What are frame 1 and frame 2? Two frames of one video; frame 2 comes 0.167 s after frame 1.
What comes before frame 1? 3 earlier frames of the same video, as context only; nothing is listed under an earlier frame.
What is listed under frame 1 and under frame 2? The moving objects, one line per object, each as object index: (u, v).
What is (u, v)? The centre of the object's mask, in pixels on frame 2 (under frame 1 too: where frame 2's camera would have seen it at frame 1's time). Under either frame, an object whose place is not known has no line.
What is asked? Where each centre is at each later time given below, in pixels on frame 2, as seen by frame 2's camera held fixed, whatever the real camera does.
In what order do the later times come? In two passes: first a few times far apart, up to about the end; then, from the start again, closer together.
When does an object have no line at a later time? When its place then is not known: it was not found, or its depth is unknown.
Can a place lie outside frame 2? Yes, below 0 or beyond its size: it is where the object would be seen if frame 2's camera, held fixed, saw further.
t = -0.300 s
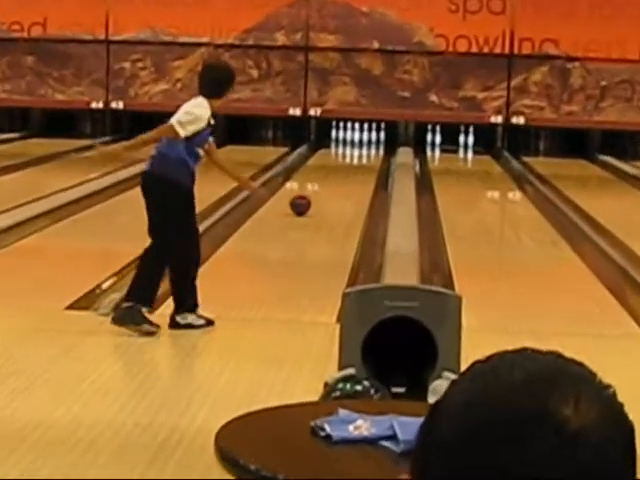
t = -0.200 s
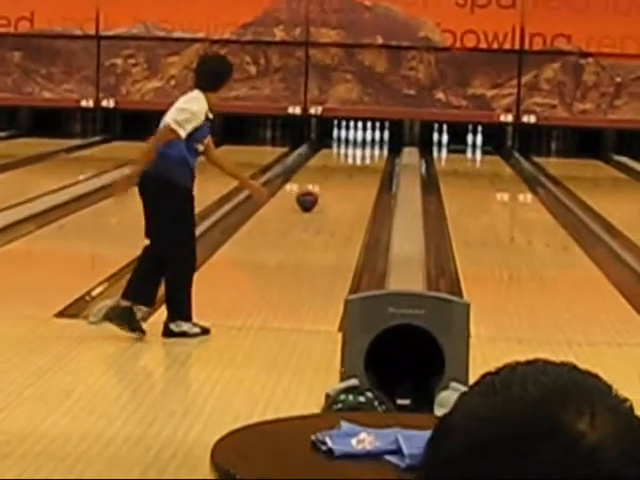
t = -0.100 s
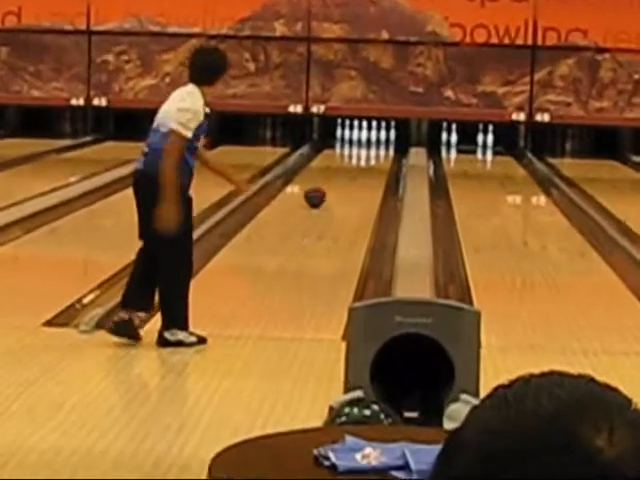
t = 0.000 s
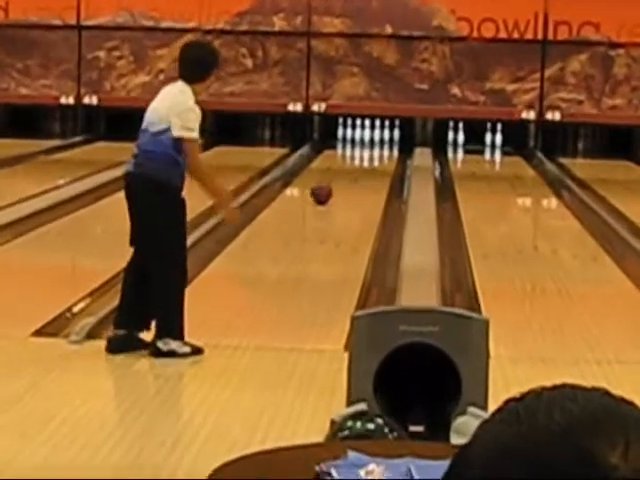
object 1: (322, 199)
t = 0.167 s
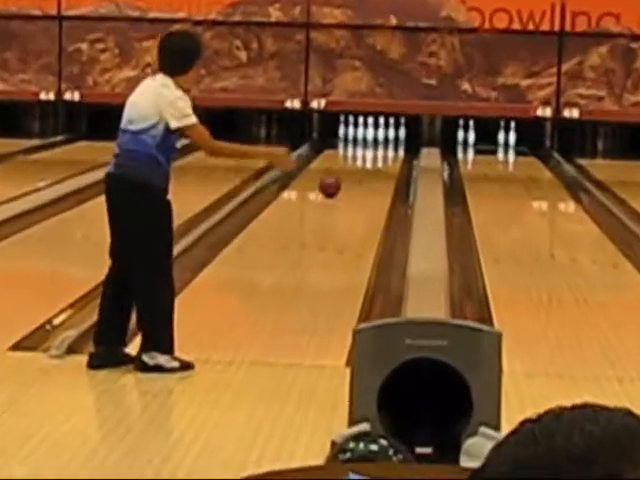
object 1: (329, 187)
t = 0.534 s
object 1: (342, 168)
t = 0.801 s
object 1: (350, 159)
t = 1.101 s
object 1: (357, 150)
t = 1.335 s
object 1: (357, 144)
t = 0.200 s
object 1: (331, 189)
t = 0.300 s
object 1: (334, 174)
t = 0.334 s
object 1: (335, 175)
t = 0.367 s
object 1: (337, 176)
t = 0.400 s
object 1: (337, 177)
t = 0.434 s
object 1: (339, 177)
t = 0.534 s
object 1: (342, 168)
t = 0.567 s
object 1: (343, 167)
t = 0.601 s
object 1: (344, 165)
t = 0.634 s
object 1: (345, 164)
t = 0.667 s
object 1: (346, 163)
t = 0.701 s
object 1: (347, 163)
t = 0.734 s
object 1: (348, 161)
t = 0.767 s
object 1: (349, 160)
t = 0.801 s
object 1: (350, 159)
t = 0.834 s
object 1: (350, 158)
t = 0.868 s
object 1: (351, 157)
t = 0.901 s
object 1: (352, 155)
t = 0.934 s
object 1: (354, 153)
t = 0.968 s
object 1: (355, 152)
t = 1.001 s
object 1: (356, 152)
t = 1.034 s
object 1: (356, 151)
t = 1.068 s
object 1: (356, 150)
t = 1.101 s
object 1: (357, 150)
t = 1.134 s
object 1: (357, 149)
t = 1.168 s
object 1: (357, 148)
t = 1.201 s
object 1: (358, 146)
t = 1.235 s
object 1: (358, 146)
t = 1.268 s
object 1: (357, 146)
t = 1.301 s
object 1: (357, 145)
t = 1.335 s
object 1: (357, 144)
